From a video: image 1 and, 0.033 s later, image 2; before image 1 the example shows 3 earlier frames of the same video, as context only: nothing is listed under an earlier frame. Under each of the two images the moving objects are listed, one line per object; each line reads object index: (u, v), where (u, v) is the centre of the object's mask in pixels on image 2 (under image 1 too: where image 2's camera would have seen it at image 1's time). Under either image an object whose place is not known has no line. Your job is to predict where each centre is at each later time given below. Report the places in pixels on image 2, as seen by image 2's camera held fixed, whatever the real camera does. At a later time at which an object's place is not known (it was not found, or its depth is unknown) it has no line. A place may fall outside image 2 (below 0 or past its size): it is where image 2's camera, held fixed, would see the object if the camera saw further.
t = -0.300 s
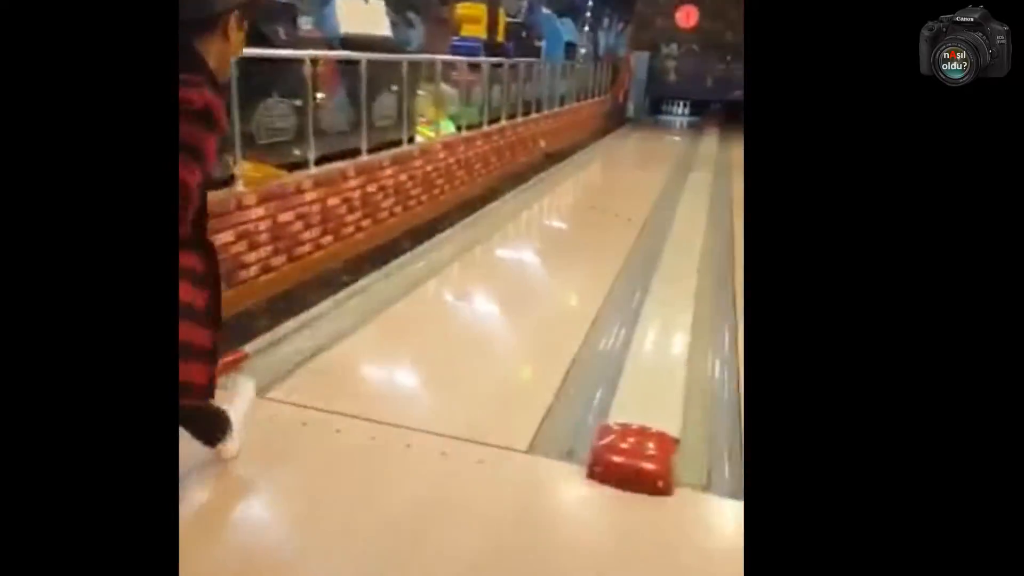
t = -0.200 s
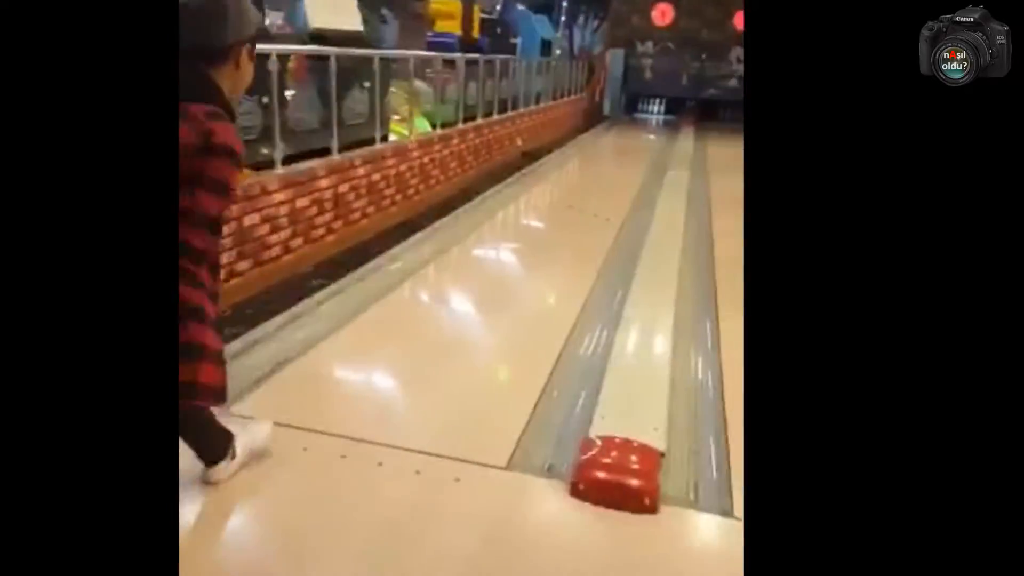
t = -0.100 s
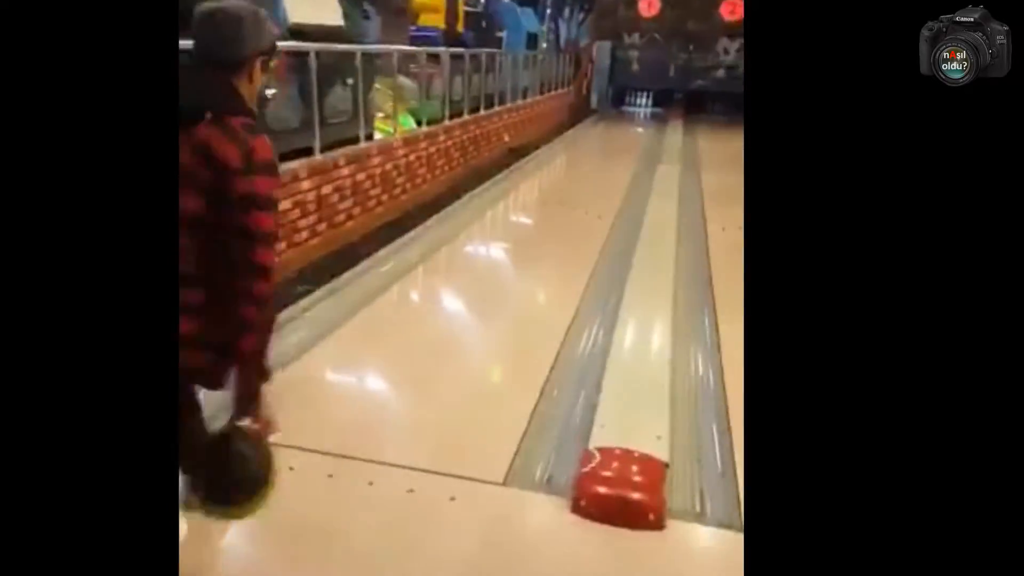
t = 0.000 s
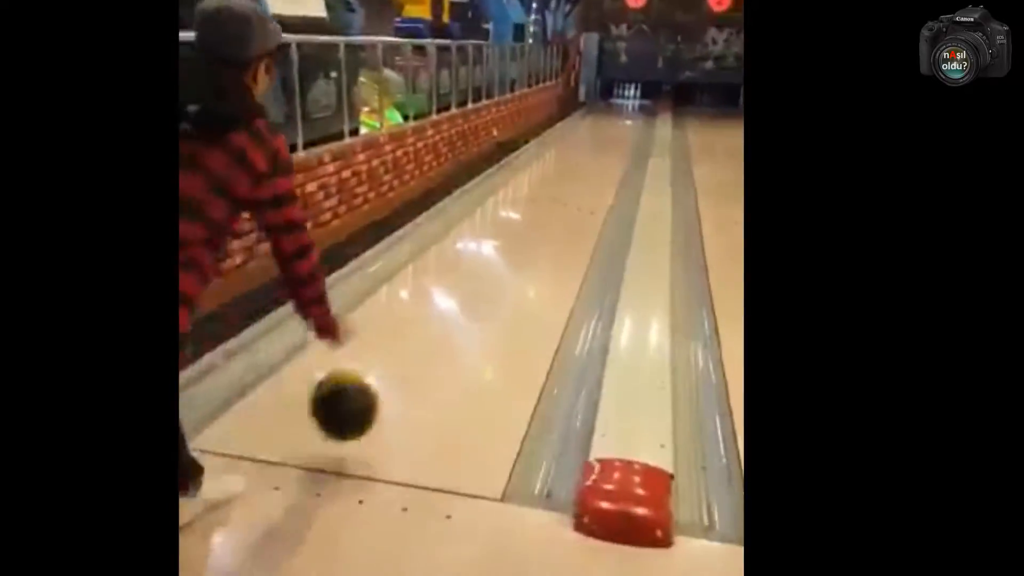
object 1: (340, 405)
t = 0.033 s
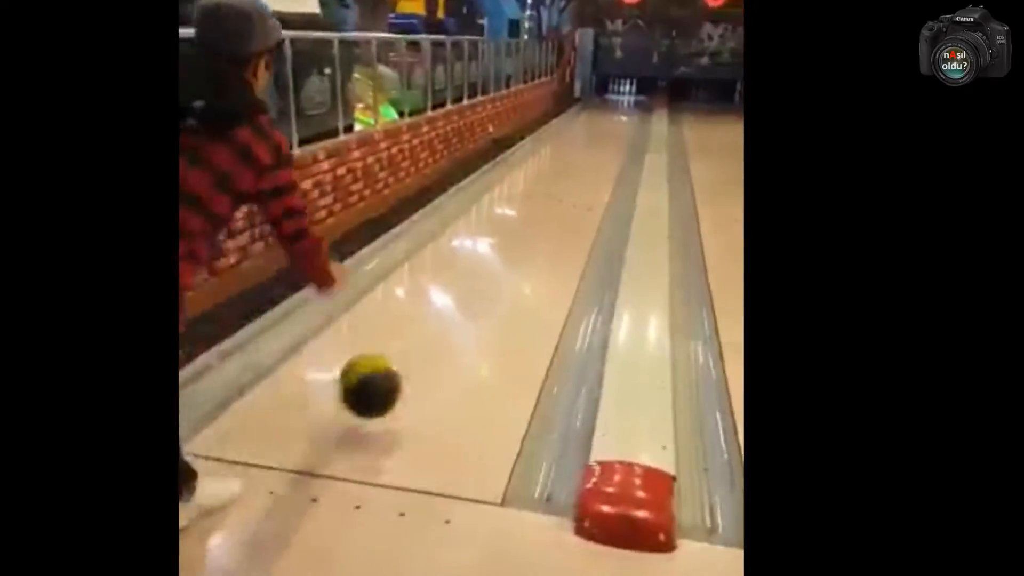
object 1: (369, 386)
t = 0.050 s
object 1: (382, 378)
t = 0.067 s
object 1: (394, 372)
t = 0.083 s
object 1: (404, 369)
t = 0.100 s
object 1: (414, 357)
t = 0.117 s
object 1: (424, 346)
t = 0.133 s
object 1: (433, 335)
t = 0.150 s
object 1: (441, 327)
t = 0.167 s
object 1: (449, 319)
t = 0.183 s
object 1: (456, 311)
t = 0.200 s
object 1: (463, 302)
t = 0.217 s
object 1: (469, 295)
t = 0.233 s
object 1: (475, 288)
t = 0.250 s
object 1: (481, 282)
